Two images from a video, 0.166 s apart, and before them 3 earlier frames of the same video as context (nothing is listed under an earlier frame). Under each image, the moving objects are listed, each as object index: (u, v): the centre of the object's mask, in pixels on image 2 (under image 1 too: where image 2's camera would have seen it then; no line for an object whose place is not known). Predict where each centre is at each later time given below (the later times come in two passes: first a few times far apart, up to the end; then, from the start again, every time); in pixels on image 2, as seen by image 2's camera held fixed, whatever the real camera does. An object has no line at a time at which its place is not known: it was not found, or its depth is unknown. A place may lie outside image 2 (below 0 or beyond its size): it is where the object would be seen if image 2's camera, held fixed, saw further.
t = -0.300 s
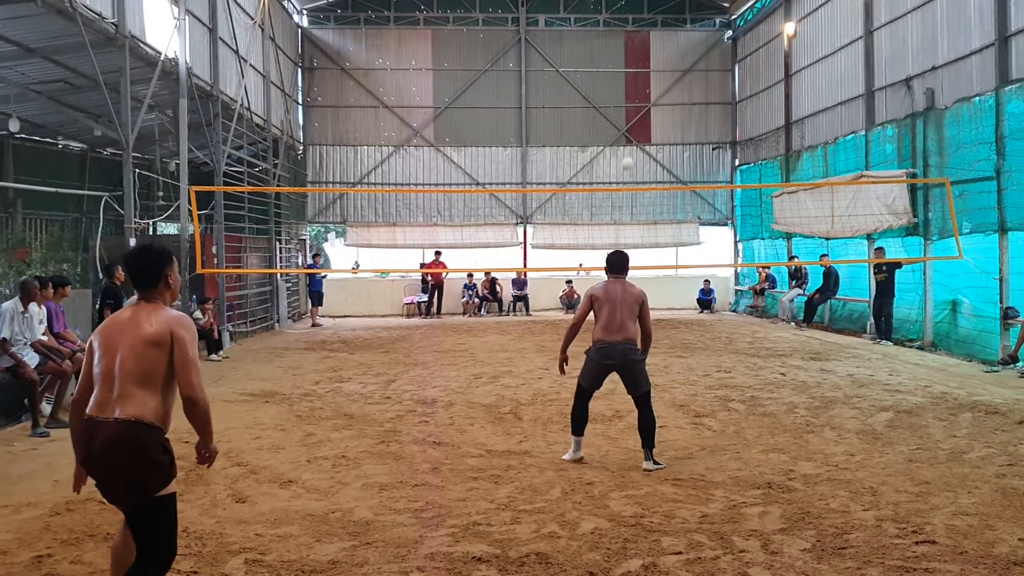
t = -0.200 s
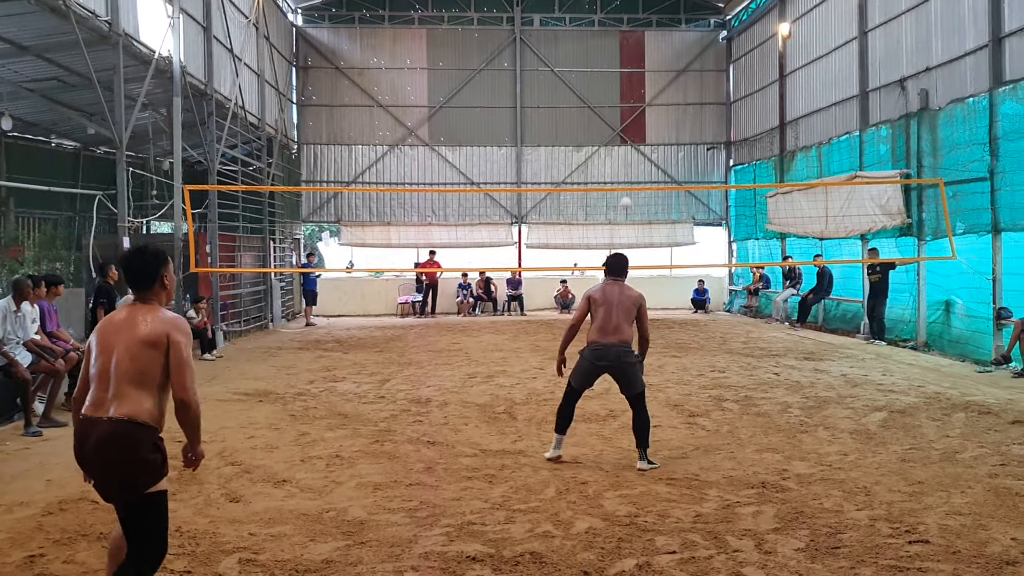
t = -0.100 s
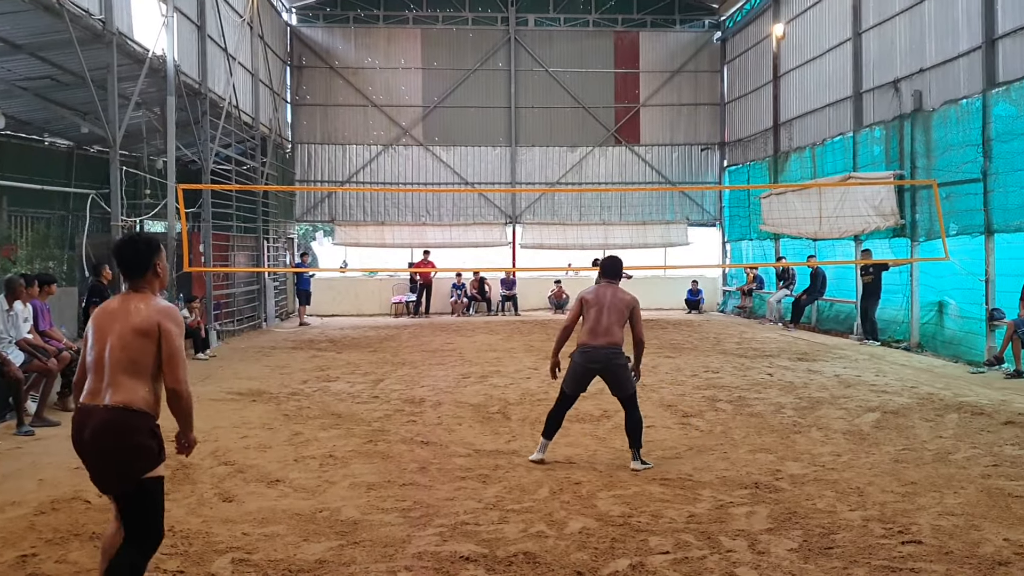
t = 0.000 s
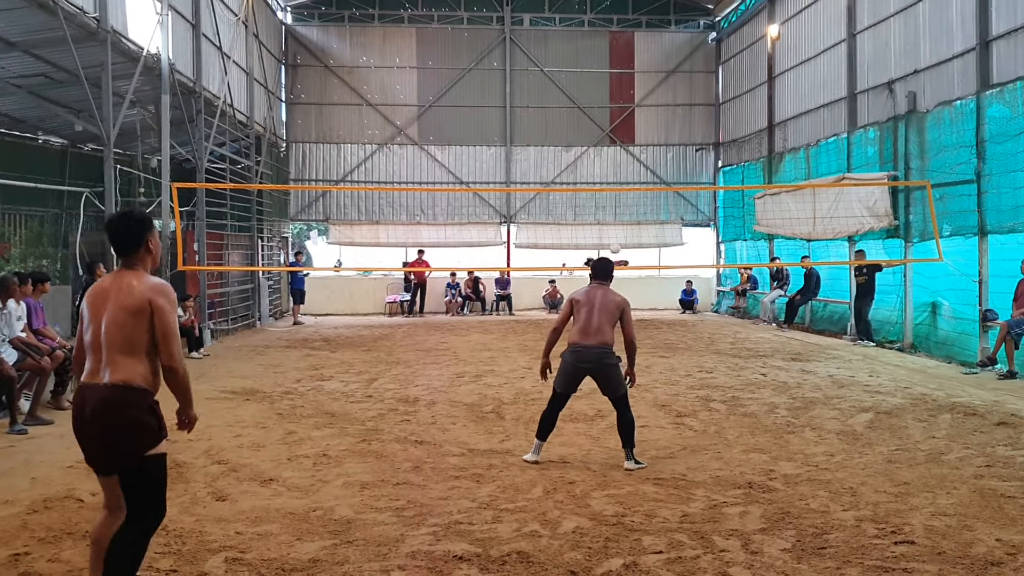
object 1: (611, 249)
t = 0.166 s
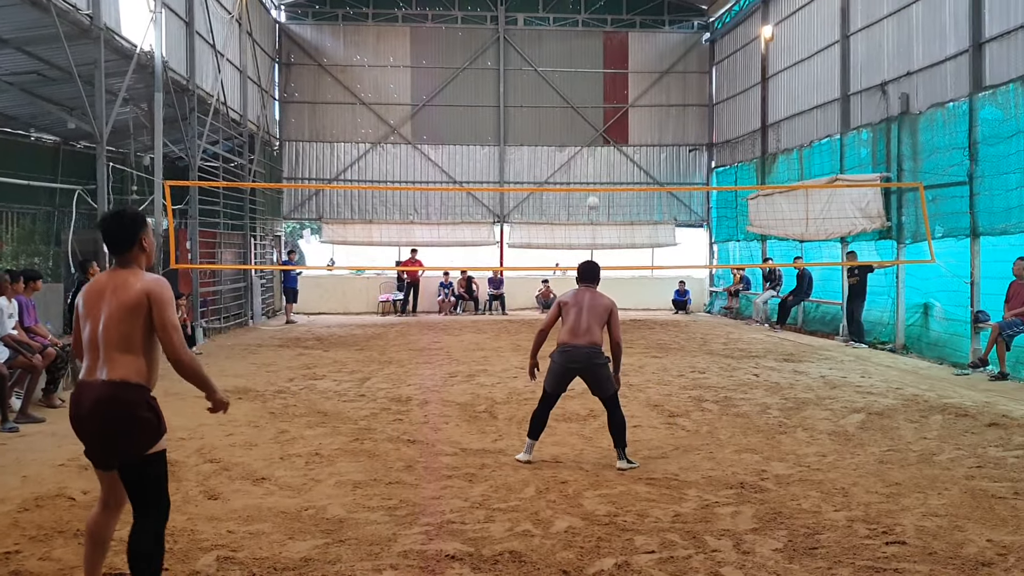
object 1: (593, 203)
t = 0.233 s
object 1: (583, 184)
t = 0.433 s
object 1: (550, 152)
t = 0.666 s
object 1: (511, 149)
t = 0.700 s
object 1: (505, 154)
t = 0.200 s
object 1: (588, 196)
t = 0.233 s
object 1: (583, 184)
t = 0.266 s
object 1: (579, 180)
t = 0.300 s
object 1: (573, 174)
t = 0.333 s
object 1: (567, 167)
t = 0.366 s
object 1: (561, 162)
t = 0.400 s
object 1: (556, 157)
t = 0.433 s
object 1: (550, 152)
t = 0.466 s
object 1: (544, 149)
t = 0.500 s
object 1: (539, 146)
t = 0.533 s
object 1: (534, 144)
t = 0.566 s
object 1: (528, 143)
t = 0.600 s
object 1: (523, 144)
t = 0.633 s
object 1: (517, 146)
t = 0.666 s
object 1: (511, 149)
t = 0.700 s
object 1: (505, 154)
